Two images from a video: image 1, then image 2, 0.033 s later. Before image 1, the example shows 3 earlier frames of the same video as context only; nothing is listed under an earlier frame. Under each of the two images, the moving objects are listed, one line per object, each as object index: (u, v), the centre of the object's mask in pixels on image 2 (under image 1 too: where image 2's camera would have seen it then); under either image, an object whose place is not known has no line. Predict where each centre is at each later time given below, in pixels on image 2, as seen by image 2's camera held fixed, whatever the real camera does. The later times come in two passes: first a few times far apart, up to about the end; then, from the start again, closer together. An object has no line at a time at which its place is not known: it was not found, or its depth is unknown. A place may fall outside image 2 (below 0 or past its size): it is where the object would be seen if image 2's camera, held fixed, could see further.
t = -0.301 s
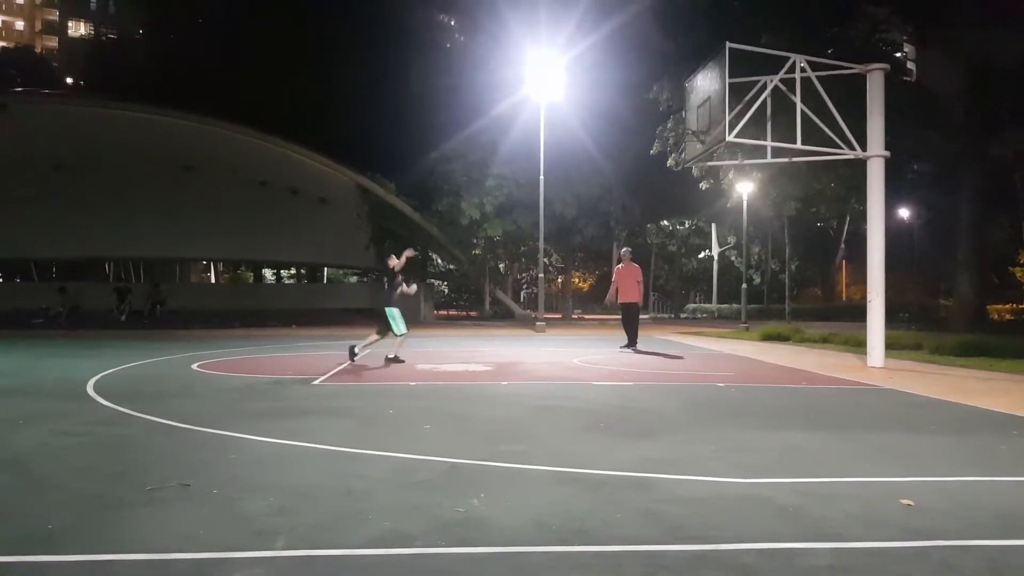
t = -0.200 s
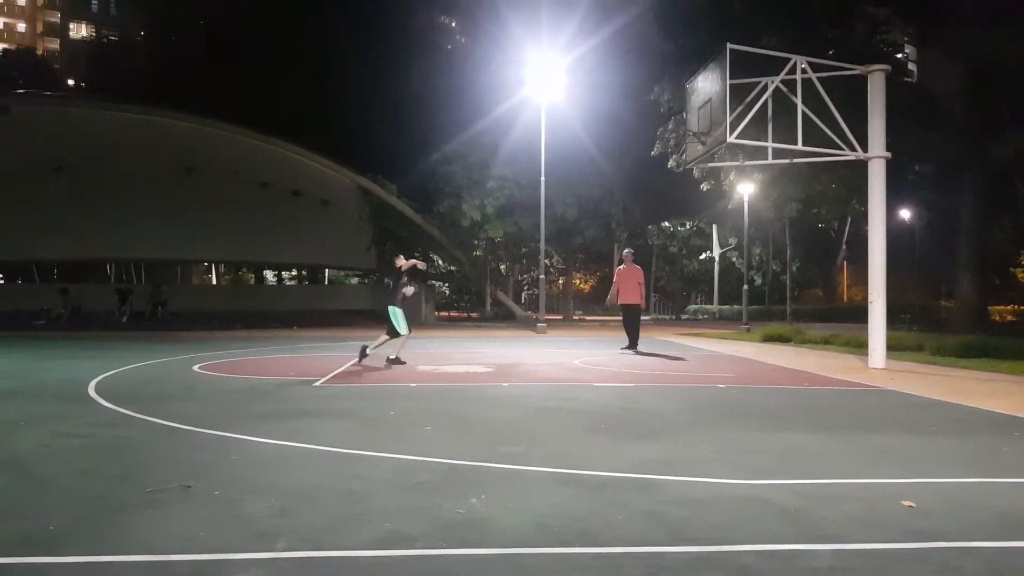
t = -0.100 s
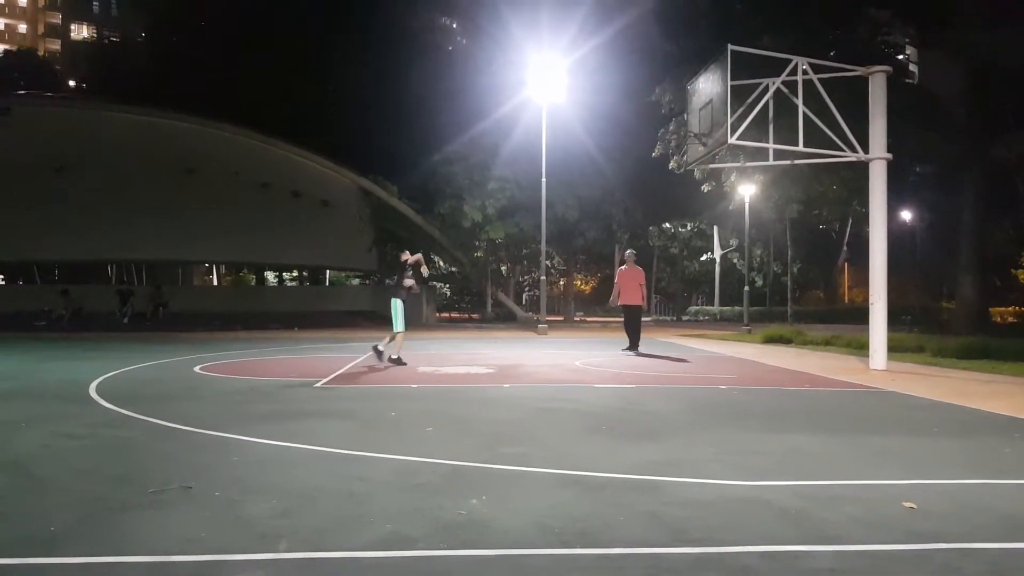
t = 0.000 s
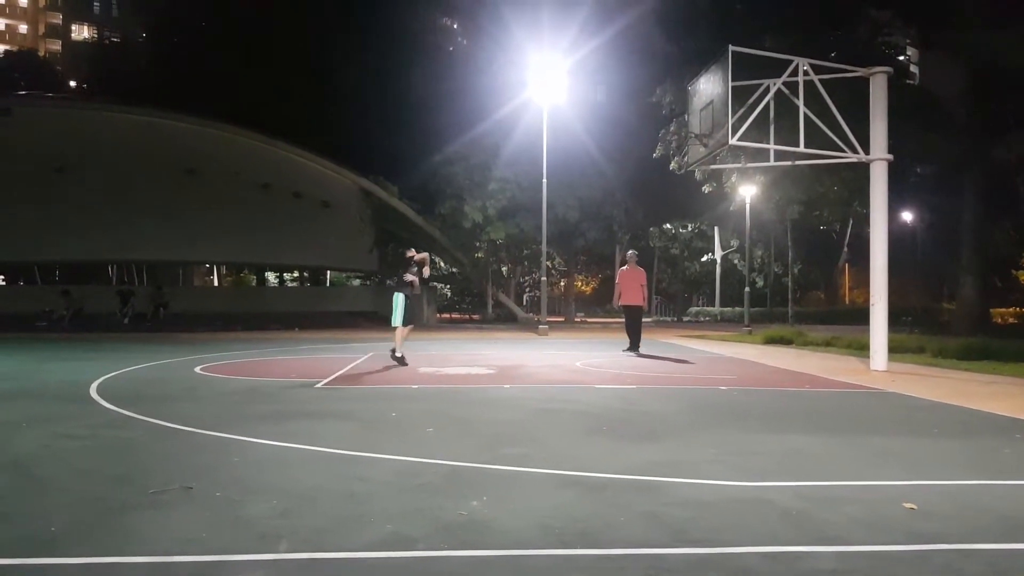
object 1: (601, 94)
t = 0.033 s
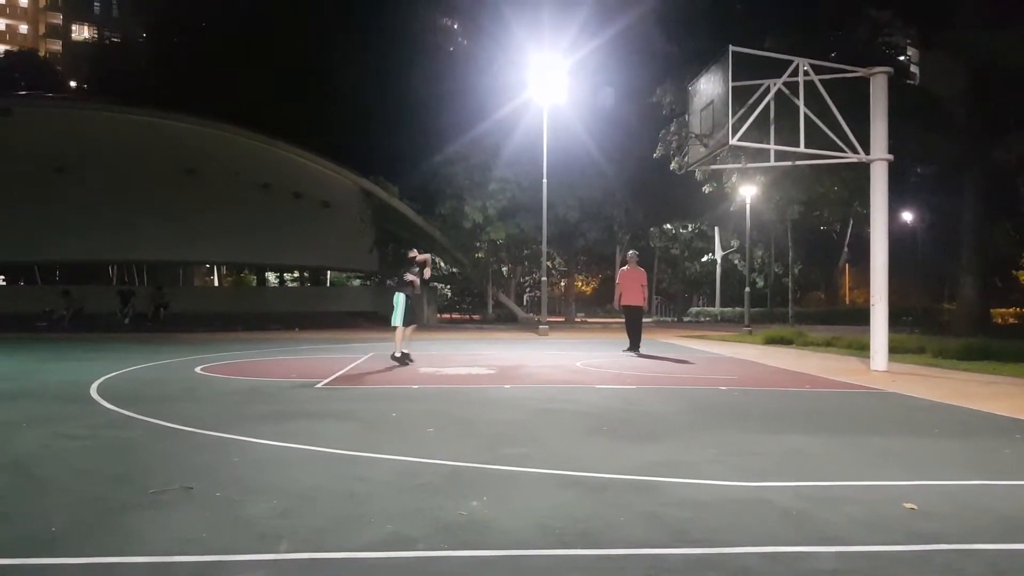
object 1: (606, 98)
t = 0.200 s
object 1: (652, 122)
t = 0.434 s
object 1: (638, 135)
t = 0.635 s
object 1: (612, 174)
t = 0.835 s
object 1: (584, 253)
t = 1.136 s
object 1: (544, 313)
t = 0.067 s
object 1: (616, 101)
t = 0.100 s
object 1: (624, 104)
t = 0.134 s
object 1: (634, 109)
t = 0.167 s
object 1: (642, 115)
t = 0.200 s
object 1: (652, 122)
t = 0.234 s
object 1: (660, 129)
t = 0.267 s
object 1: (658, 129)
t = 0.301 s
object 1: (654, 129)
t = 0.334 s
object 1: (649, 129)
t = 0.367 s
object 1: (646, 130)
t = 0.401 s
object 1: (642, 133)
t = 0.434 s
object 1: (638, 135)
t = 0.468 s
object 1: (634, 139)
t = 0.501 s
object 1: (629, 144)
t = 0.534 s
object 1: (625, 150)
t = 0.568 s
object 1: (621, 157)
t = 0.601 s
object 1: (616, 165)
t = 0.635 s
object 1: (612, 174)
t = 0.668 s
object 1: (607, 184)
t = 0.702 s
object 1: (603, 195)
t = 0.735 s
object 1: (598, 208)
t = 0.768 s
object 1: (593, 222)
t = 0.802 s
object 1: (589, 237)
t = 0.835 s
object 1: (584, 253)
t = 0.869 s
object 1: (580, 270)
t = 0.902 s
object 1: (575, 288)
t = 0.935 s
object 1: (569, 308)
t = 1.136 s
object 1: (544, 313)
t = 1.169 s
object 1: (540, 298)
